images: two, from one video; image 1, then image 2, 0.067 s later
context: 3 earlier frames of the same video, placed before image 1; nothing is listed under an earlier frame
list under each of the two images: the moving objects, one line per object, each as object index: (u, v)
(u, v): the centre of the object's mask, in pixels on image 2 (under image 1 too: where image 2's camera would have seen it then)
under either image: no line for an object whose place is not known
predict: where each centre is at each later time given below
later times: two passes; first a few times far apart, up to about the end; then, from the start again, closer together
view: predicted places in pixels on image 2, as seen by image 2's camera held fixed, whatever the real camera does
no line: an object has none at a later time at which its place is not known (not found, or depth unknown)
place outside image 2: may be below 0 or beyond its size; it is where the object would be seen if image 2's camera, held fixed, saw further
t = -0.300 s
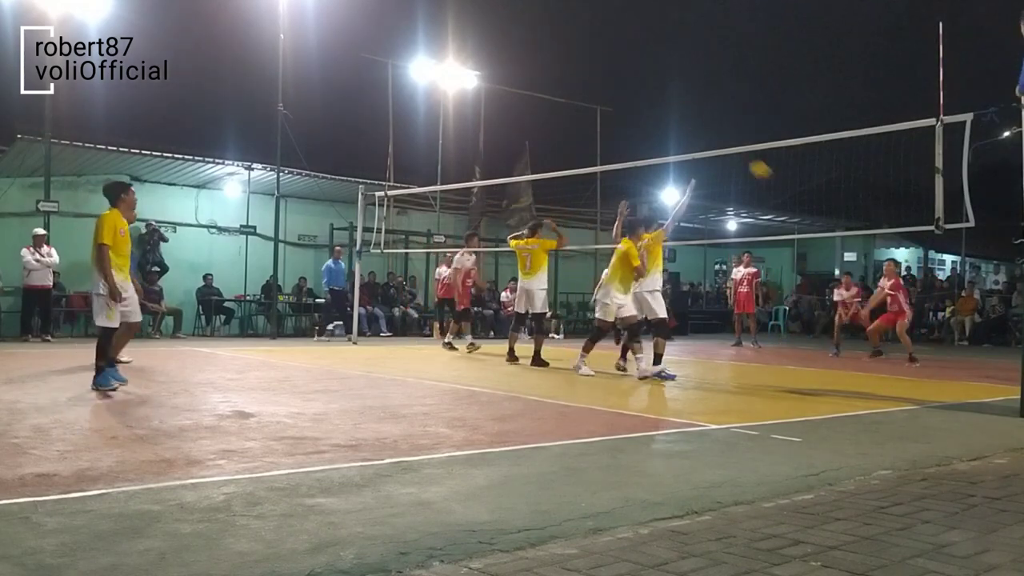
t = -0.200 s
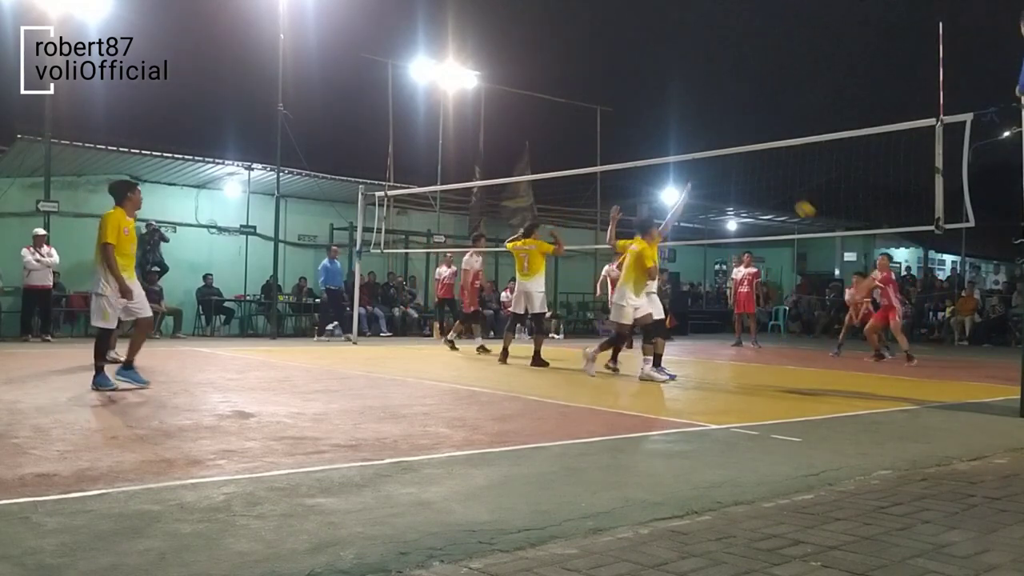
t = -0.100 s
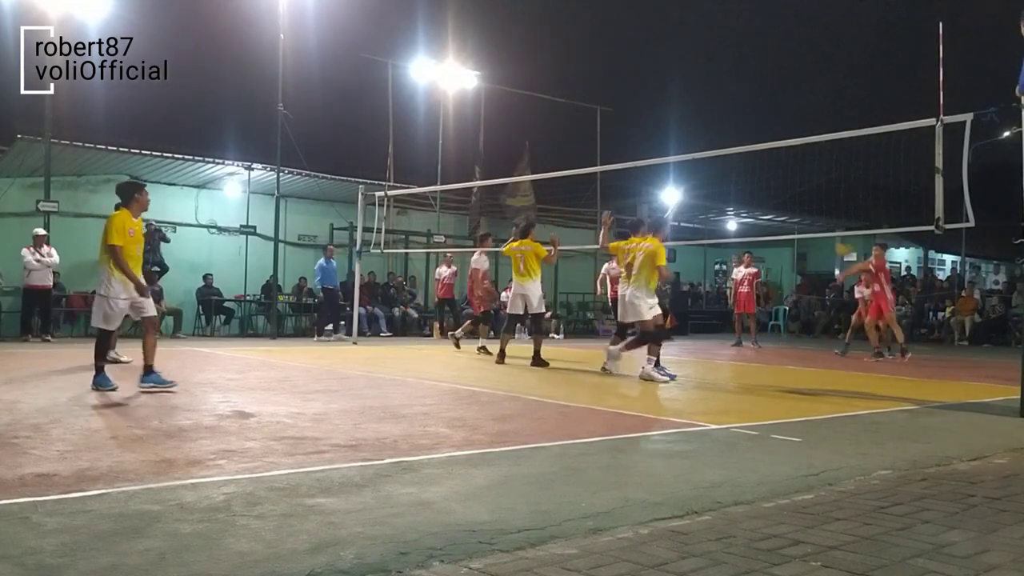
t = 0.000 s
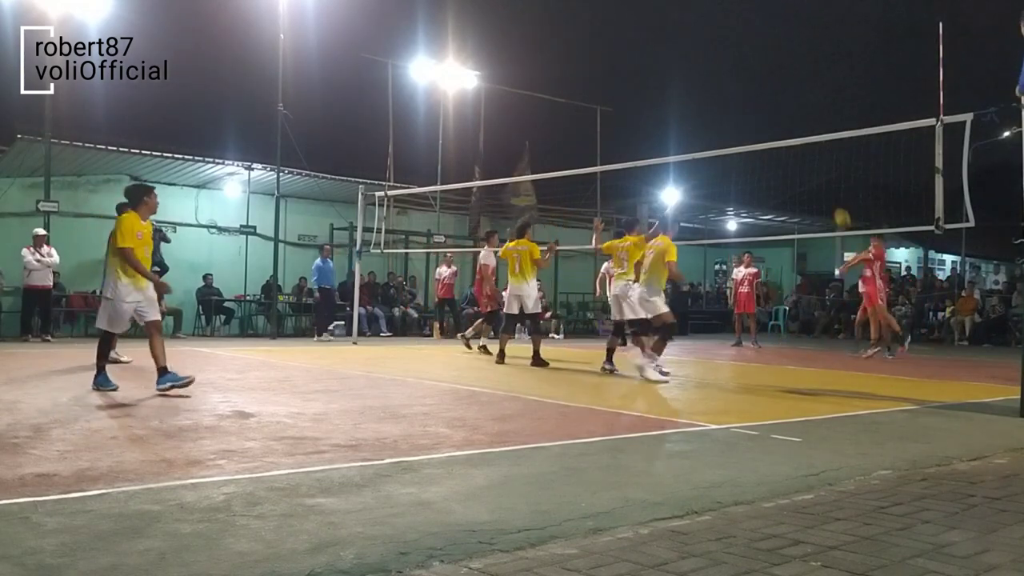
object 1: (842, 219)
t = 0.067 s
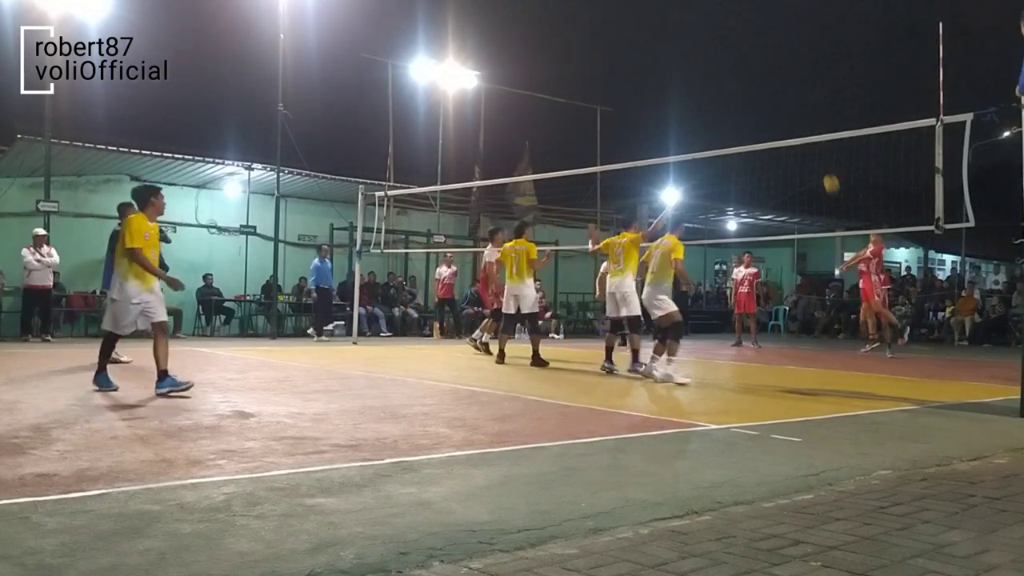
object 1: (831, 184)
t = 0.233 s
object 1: (805, 112)
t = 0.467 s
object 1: (770, 47)
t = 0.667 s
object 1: (740, 19)
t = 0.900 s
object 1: (709, 16)
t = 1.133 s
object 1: (679, 42)
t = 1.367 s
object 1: (650, 94)
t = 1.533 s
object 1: (631, 146)
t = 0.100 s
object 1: (826, 168)
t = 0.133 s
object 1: (820, 153)
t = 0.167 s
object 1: (814, 140)
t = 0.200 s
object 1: (810, 125)
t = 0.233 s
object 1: (805, 112)
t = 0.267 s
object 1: (800, 100)
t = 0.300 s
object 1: (795, 90)
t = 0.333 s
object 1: (790, 80)
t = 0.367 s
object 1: (784, 70)
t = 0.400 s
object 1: (779, 61)
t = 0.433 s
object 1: (774, 54)
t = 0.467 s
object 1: (770, 47)
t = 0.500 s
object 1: (764, 41)
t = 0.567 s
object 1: (754, 30)
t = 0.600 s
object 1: (750, 26)
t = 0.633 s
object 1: (745, 22)
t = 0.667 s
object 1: (740, 19)
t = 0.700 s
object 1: (736, 17)
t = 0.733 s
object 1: (731, 15)
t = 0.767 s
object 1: (727, 14)
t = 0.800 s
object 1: (722, 14)
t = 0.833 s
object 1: (717, 14)
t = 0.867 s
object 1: (713, 15)
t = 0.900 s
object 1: (709, 16)
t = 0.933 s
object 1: (704, 18)
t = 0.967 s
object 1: (700, 20)
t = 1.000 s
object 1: (696, 23)
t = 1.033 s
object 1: (692, 27)
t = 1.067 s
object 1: (687, 32)
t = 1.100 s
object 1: (683, 37)
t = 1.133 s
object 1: (679, 42)
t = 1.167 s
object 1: (675, 48)
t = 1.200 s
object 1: (670, 54)
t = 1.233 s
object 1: (666, 61)
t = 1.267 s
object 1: (662, 69)
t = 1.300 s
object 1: (658, 77)
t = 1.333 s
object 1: (654, 85)
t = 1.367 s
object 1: (650, 94)
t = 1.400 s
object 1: (646, 104)
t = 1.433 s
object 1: (642, 114)
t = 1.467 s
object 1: (639, 124)
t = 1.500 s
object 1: (635, 135)
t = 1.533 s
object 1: (631, 146)
